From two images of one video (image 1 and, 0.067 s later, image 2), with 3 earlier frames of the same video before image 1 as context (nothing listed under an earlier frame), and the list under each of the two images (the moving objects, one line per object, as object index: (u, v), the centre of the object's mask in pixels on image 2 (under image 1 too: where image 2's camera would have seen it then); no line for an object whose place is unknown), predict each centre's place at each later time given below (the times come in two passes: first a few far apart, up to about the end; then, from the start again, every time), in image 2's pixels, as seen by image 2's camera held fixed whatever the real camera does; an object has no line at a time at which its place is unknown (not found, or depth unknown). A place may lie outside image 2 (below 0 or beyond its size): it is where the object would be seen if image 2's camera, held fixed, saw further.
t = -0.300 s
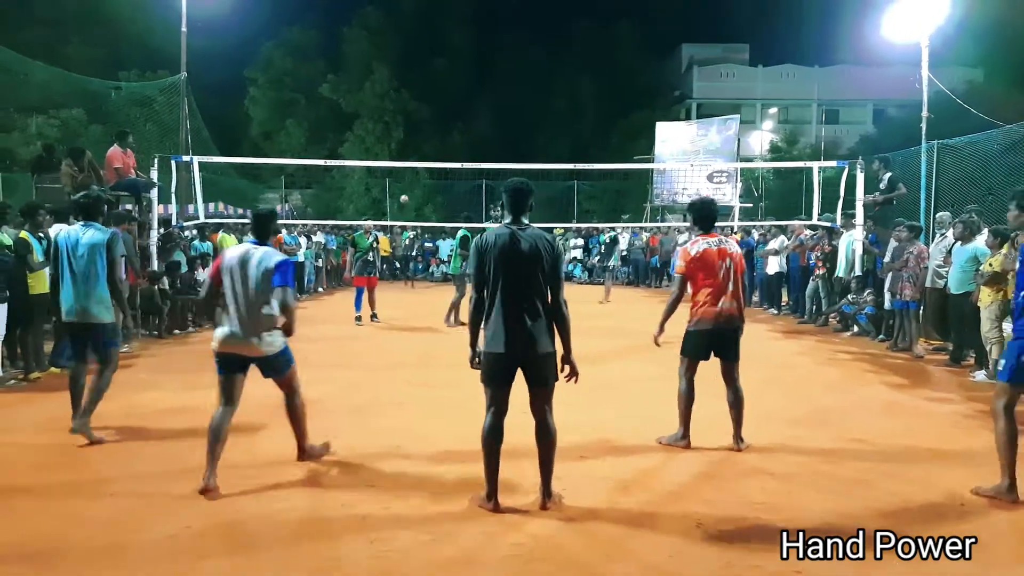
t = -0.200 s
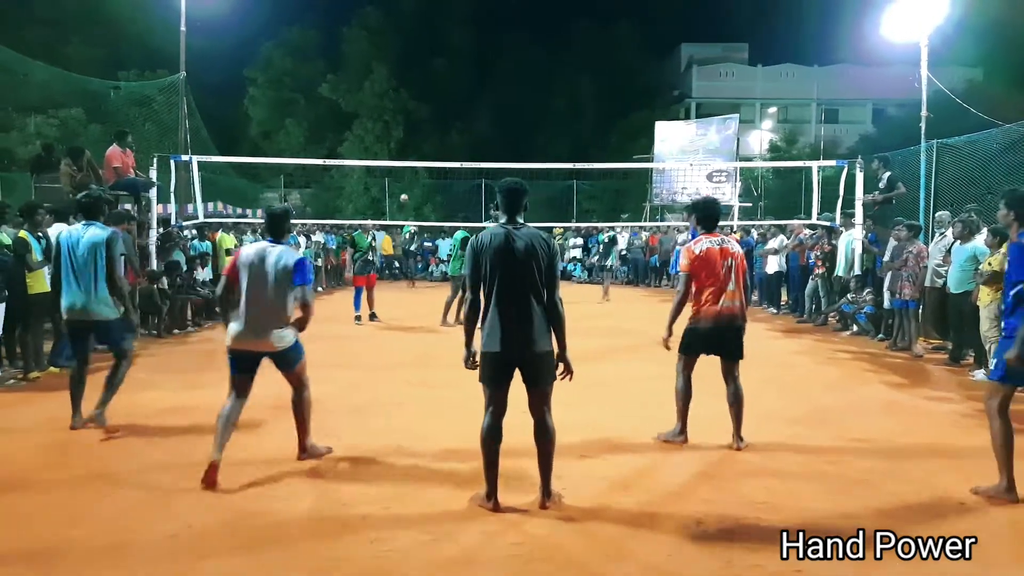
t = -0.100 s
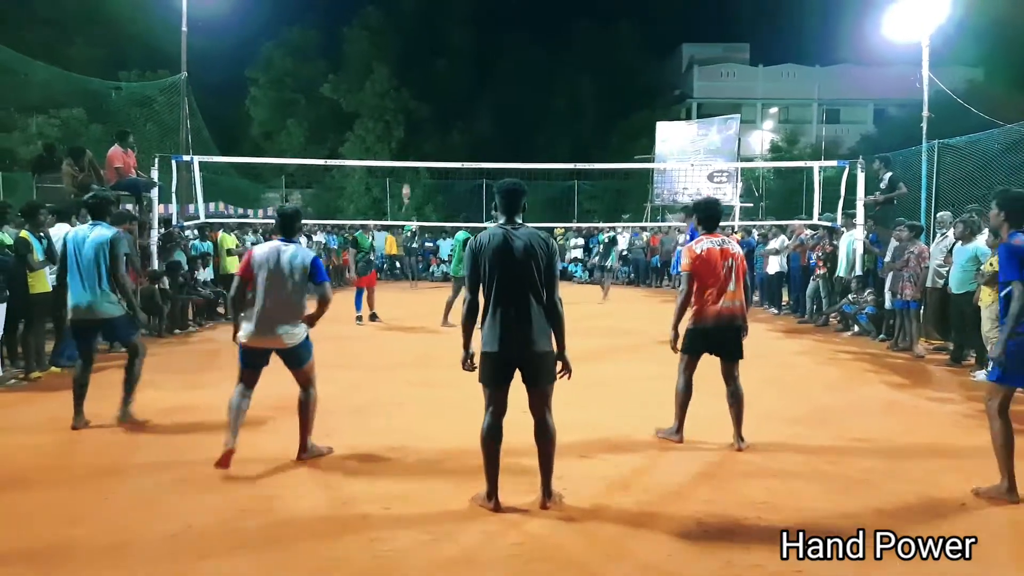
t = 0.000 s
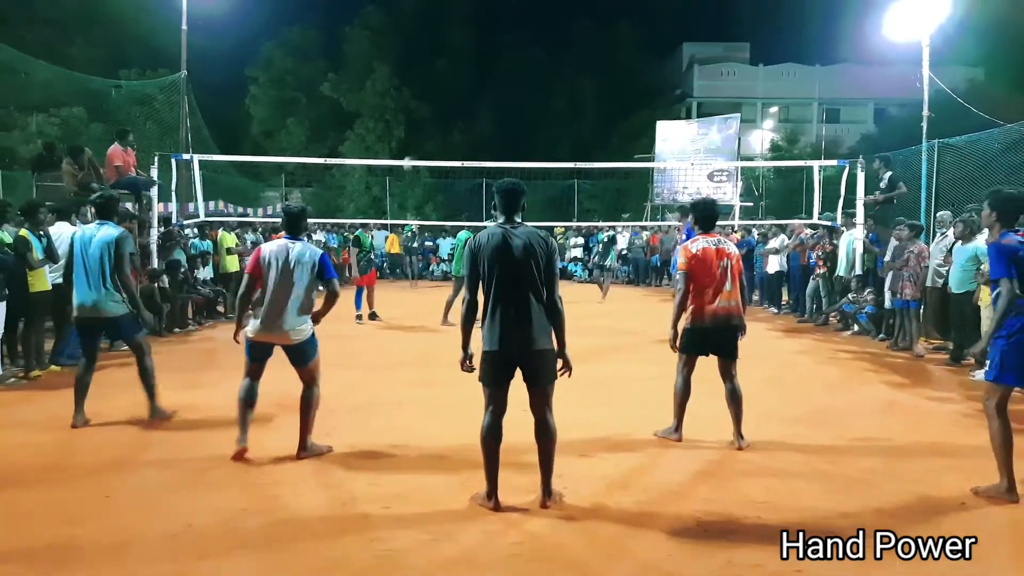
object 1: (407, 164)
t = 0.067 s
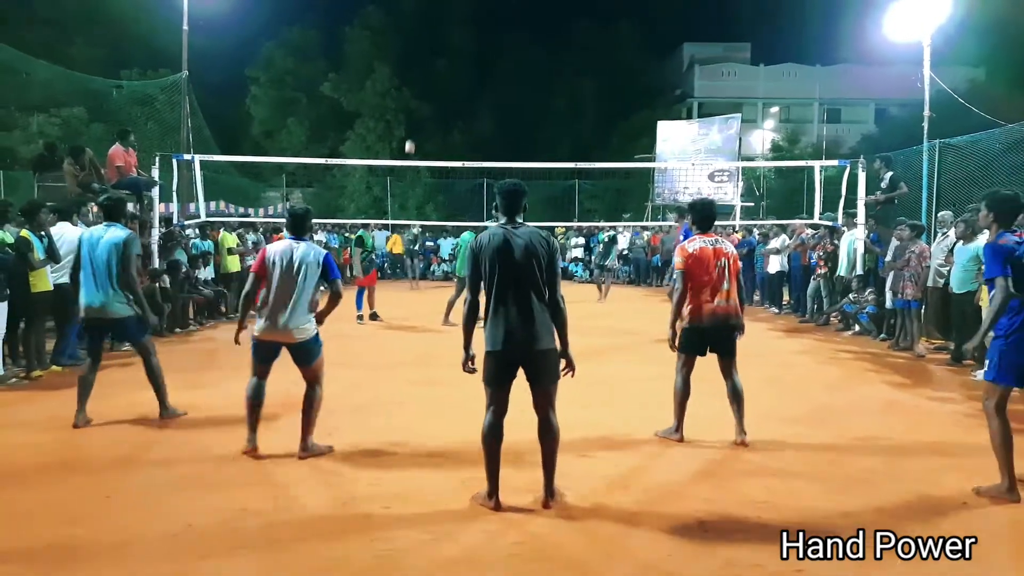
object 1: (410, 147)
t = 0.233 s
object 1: (411, 108)
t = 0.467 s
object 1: (416, 65)
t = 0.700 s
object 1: (425, 34)
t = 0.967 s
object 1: (440, 47)
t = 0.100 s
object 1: (410, 139)
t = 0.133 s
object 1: (410, 131)
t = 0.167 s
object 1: (410, 123)
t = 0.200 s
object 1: (411, 116)
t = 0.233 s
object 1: (411, 108)
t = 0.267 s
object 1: (411, 102)
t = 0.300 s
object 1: (412, 95)
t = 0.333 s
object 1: (412, 88)
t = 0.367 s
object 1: (413, 81)
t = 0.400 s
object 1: (414, 76)
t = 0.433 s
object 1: (415, 70)
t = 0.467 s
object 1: (416, 65)
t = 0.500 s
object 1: (417, 59)
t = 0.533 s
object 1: (418, 54)
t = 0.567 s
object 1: (420, 49)
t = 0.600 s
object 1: (421, 45)
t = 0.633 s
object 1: (422, 41)
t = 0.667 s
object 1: (423, 37)
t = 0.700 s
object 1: (425, 34)
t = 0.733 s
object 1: (426, 32)
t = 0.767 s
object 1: (427, 31)
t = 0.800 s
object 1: (428, 30)
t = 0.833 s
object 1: (430, 31)
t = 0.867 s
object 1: (432, 32)
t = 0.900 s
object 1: (434, 36)
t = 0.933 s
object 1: (437, 41)
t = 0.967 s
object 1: (440, 47)
